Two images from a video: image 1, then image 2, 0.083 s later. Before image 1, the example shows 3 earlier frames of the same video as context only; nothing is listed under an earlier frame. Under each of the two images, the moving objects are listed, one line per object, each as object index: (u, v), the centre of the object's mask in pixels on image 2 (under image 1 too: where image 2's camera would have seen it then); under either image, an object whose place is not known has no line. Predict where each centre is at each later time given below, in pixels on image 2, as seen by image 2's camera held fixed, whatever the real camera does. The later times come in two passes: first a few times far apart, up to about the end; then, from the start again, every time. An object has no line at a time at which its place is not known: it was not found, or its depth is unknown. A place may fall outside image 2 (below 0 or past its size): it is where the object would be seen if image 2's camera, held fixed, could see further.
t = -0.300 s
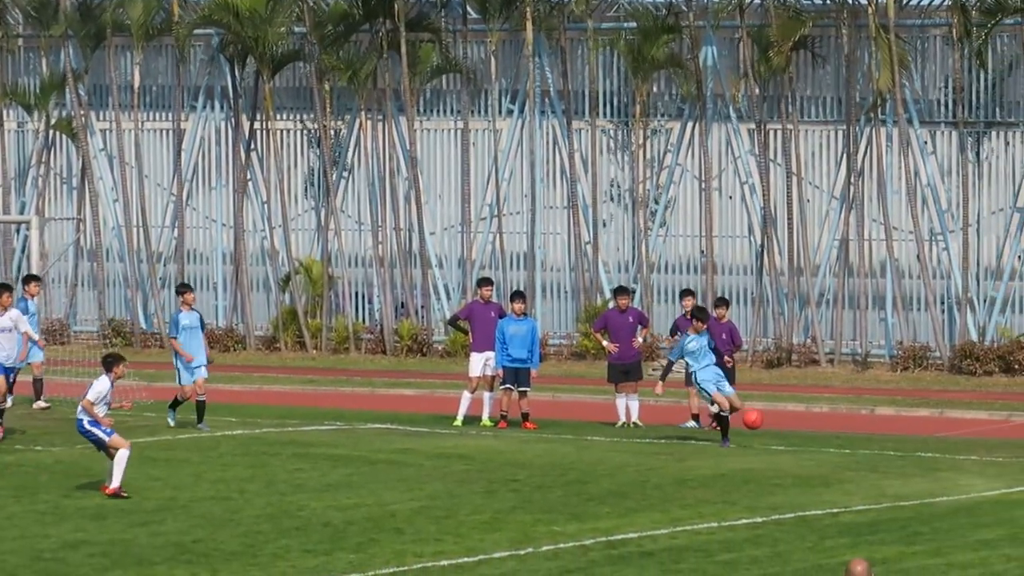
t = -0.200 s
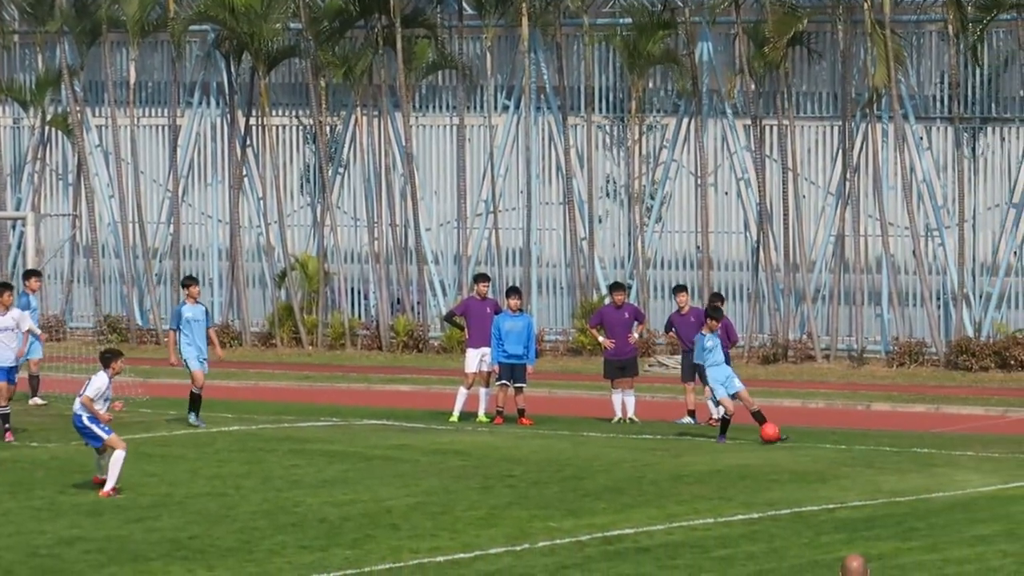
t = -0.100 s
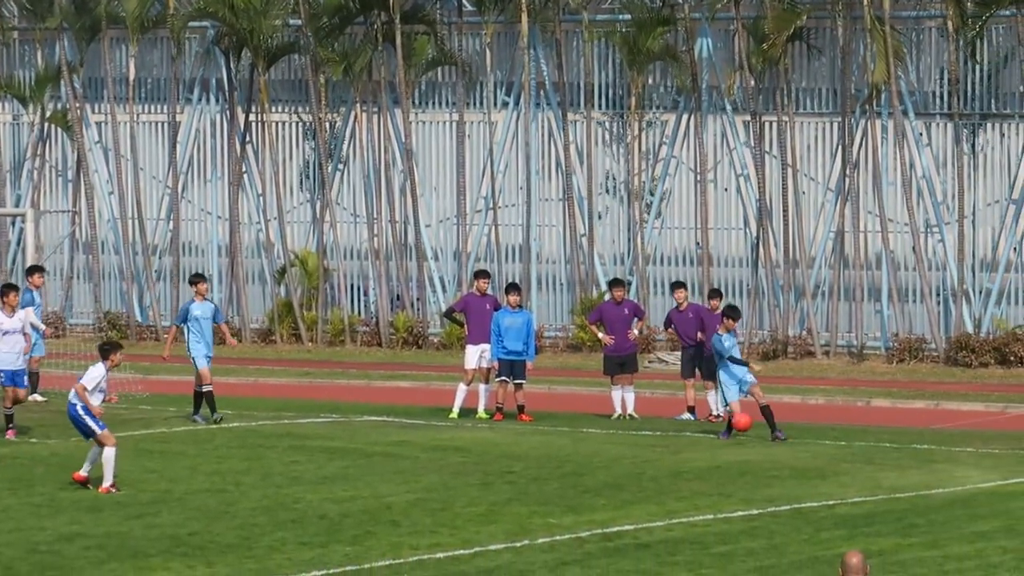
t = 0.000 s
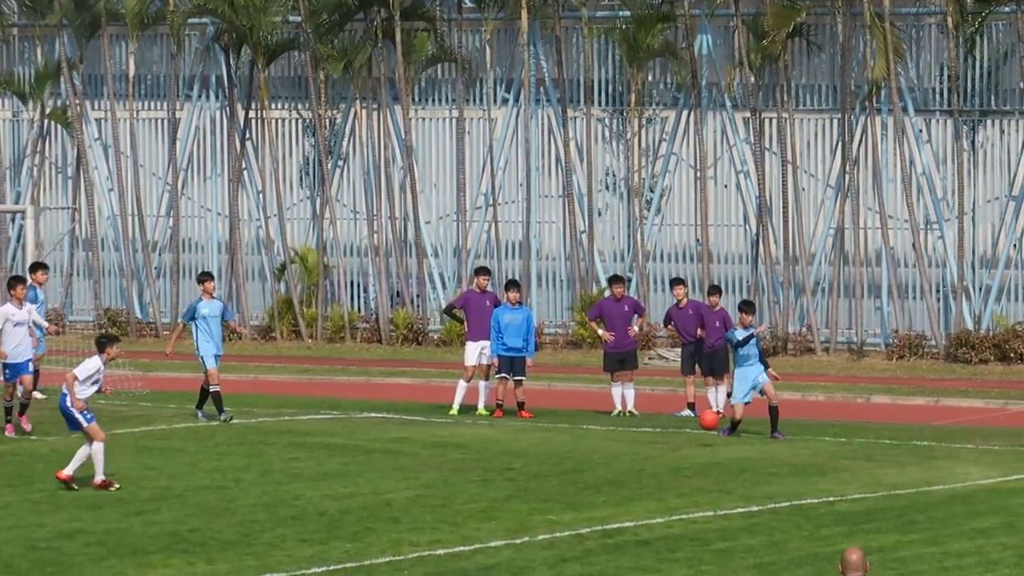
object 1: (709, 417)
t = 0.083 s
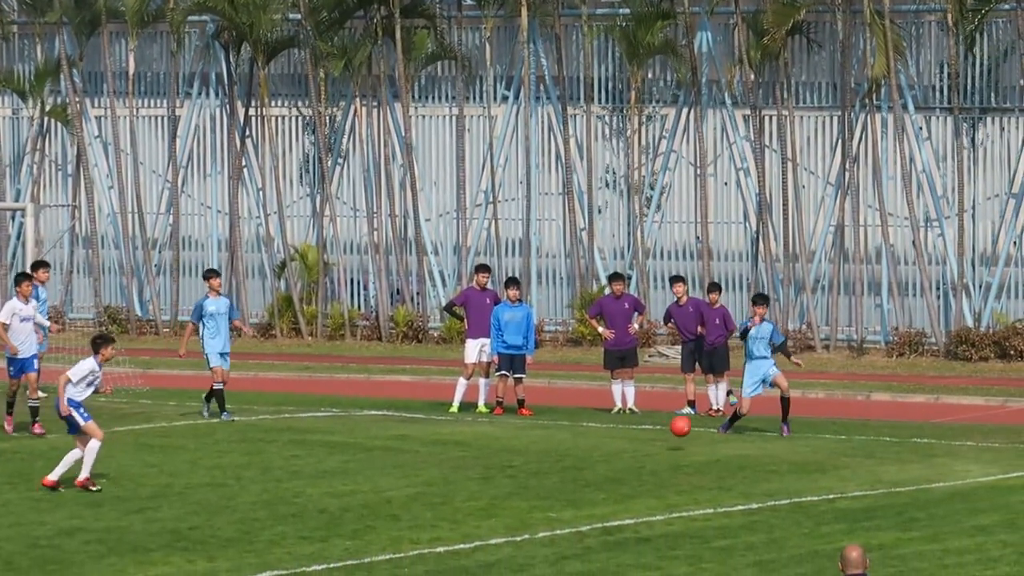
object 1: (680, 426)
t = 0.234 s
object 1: (629, 454)
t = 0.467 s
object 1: (561, 456)
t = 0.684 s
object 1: (497, 475)
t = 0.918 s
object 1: (429, 498)
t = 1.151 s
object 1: (361, 511)
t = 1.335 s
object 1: (305, 529)
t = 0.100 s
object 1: (675, 429)
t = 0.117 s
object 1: (669, 432)
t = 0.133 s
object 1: (663, 435)
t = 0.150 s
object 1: (658, 438)
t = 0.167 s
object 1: (652, 442)
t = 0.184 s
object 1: (646, 447)
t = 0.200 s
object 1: (640, 452)
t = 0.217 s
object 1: (634, 455)
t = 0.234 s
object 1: (629, 454)
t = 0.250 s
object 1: (624, 453)
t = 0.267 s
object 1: (619, 451)
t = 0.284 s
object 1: (614, 450)
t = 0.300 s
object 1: (610, 449)
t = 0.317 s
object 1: (605, 448)
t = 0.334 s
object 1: (600, 448)
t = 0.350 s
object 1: (596, 447)
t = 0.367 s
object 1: (590, 448)
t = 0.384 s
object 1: (585, 448)
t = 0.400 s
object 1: (580, 449)
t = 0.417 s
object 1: (575, 450)
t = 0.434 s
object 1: (571, 451)
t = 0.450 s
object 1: (565, 453)
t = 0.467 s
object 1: (561, 456)
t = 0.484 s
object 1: (556, 458)
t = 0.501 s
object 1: (550, 460)
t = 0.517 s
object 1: (546, 463)
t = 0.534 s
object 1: (541, 466)
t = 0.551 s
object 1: (536, 470)
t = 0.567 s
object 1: (530, 475)
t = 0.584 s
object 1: (526, 478)
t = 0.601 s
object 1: (521, 480)
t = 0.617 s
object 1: (516, 480)
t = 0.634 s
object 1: (511, 479)
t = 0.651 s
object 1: (507, 477)
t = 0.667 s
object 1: (502, 476)
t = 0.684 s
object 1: (497, 475)
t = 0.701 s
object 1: (493, 474)
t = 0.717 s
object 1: (488, 474)
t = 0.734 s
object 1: (483, 475)
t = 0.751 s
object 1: (479, 475)
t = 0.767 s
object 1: (474, 476)
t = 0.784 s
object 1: (469, 476)
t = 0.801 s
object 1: (464, 478)
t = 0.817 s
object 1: (459, 480)
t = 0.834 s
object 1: (454, 482)
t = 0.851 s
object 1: (450, 485)
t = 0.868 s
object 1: (444, 487)
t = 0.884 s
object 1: (439, 491)
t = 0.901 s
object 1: (434, 494)
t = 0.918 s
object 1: (429, 498)
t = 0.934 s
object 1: (425, 502)
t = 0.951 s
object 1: (420, 505)
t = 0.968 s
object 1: (415, 506)
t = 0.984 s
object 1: (410, 506)
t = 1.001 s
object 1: (405, 505)
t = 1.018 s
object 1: (400, 504)
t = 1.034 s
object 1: (396, 504)
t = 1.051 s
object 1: (391, 504)
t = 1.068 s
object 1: (386, 504)
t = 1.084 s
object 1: (381, 505)
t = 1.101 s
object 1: (376, 506)
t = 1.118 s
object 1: (371, 507)
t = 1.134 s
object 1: (366, 509)
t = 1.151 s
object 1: (361, 511)
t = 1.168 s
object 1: (356, 514)
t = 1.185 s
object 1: (351, 517)
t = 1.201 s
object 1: (346, 519)
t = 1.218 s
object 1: (341, 523)
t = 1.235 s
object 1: (336, 526)
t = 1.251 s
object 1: (331, 526)
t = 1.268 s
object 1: (325, 526)
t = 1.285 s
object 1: (321, 527)
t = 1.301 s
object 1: (315, 527)
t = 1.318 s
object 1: (309, 528)
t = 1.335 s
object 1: (305, 529)
